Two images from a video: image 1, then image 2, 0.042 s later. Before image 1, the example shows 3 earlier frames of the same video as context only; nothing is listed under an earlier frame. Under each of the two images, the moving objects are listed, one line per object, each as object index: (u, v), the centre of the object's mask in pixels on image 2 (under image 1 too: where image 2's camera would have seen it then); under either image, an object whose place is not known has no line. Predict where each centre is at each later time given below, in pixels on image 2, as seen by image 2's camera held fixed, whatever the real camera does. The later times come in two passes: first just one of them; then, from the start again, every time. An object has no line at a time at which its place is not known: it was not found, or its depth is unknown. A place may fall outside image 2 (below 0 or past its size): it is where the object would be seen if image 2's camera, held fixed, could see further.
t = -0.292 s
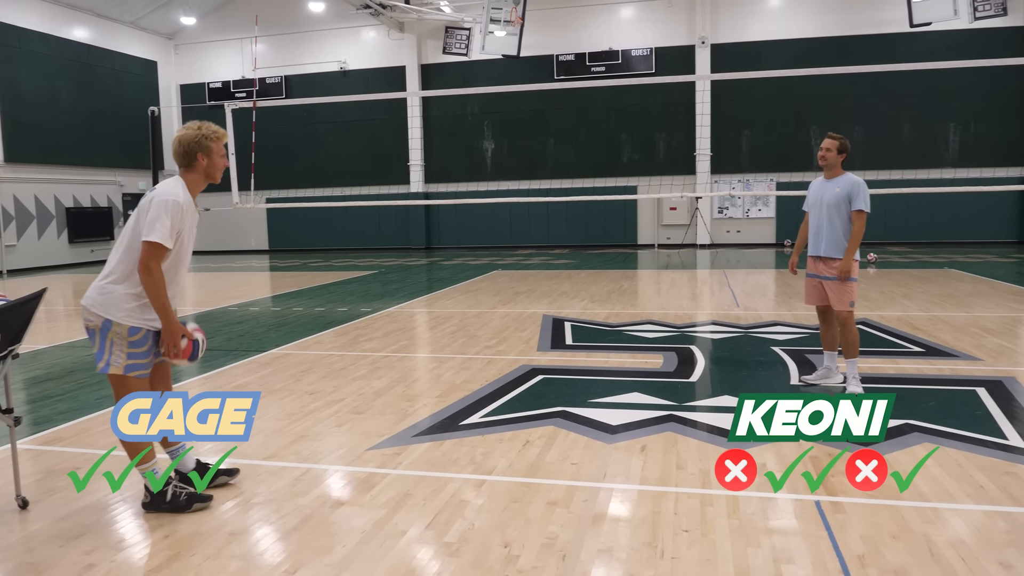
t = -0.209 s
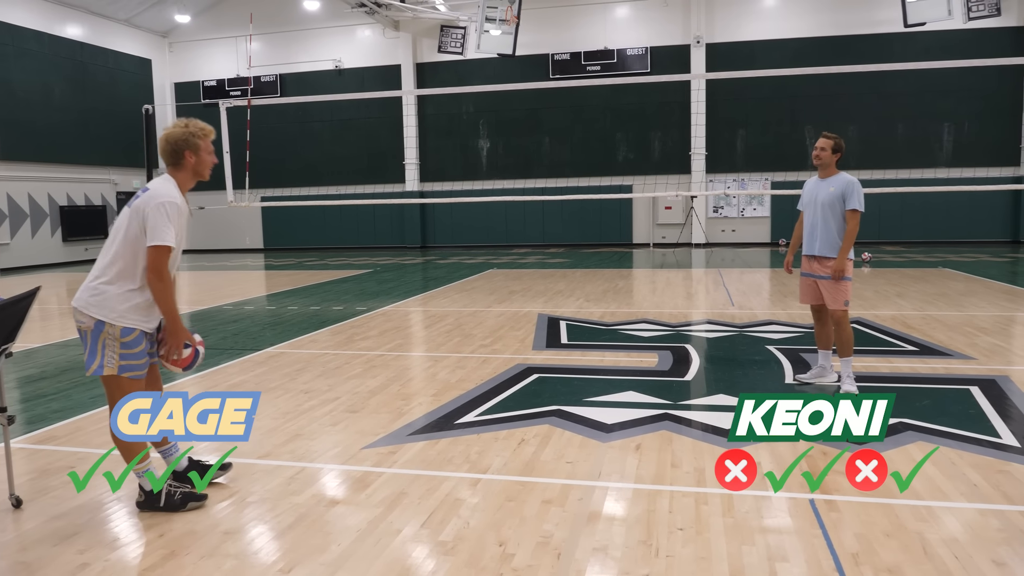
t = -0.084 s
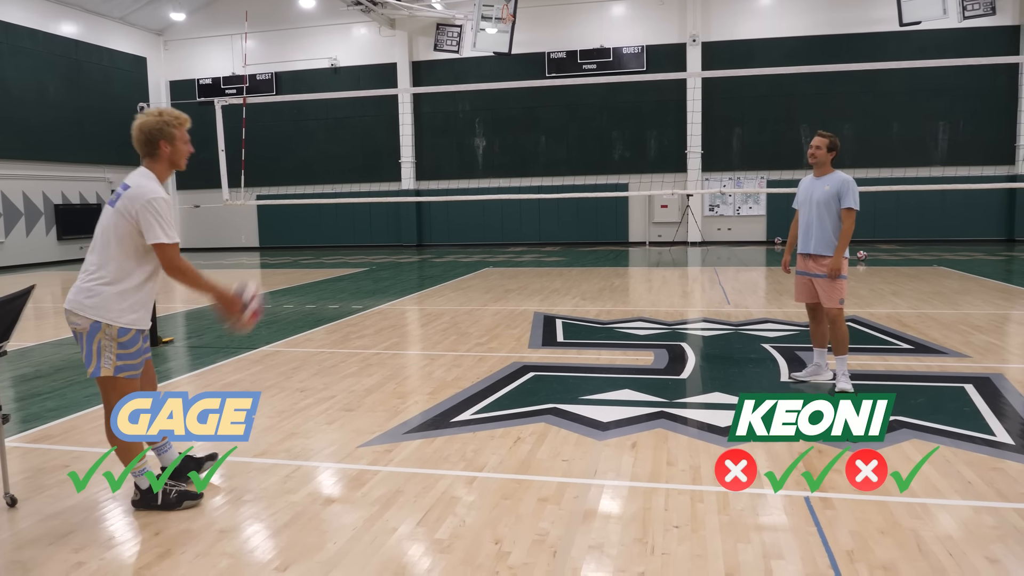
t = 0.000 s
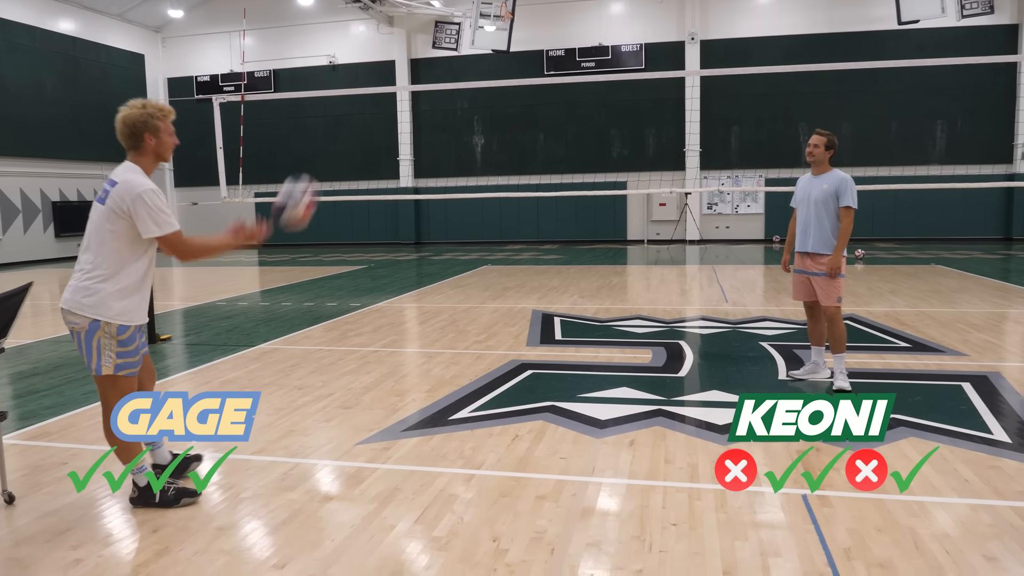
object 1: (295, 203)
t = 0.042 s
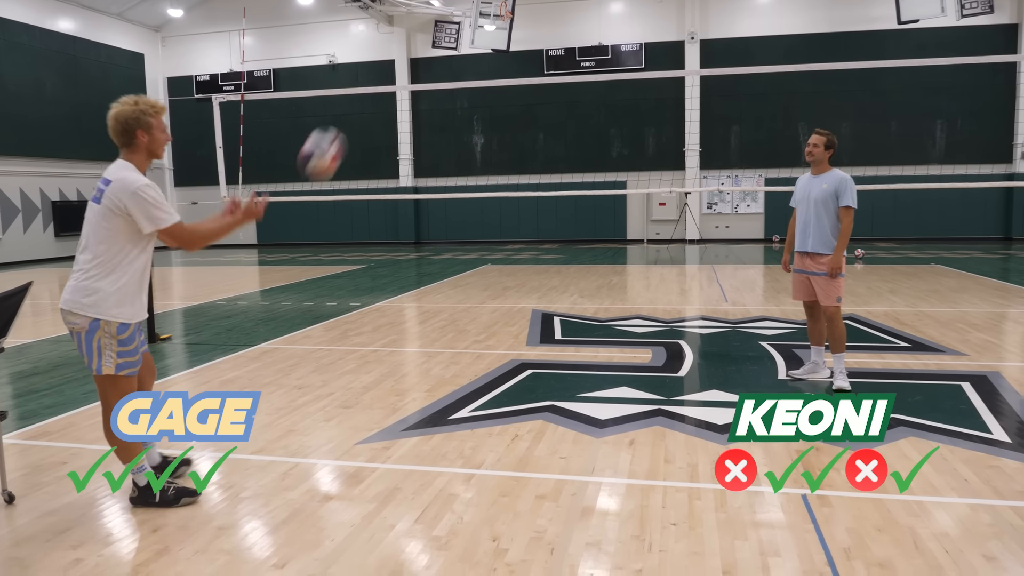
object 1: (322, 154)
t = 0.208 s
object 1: (418, 12)
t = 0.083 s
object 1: (347, 112)
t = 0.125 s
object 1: (371, 74)
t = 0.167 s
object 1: (397, 36)
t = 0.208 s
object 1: (418, 12)
